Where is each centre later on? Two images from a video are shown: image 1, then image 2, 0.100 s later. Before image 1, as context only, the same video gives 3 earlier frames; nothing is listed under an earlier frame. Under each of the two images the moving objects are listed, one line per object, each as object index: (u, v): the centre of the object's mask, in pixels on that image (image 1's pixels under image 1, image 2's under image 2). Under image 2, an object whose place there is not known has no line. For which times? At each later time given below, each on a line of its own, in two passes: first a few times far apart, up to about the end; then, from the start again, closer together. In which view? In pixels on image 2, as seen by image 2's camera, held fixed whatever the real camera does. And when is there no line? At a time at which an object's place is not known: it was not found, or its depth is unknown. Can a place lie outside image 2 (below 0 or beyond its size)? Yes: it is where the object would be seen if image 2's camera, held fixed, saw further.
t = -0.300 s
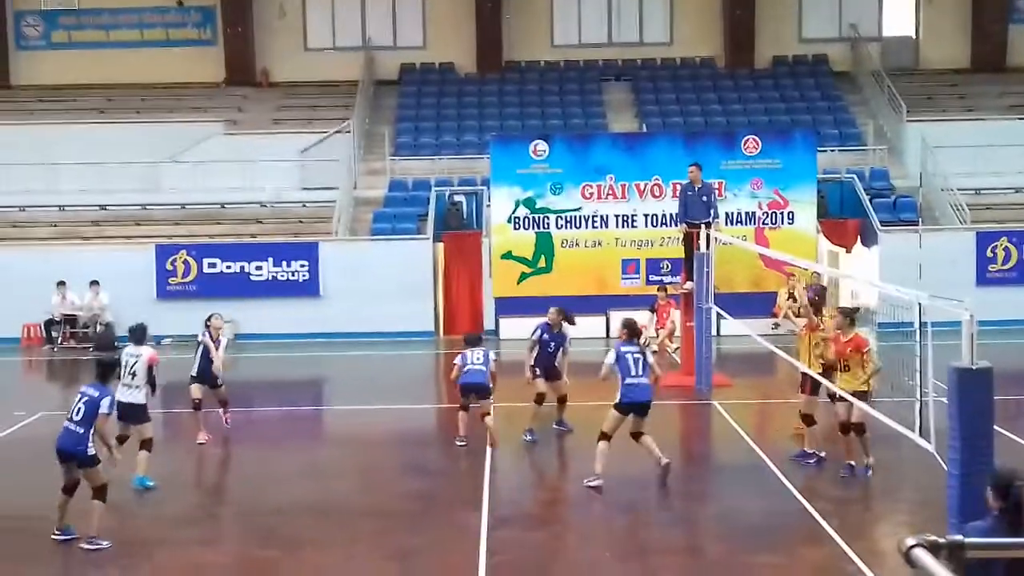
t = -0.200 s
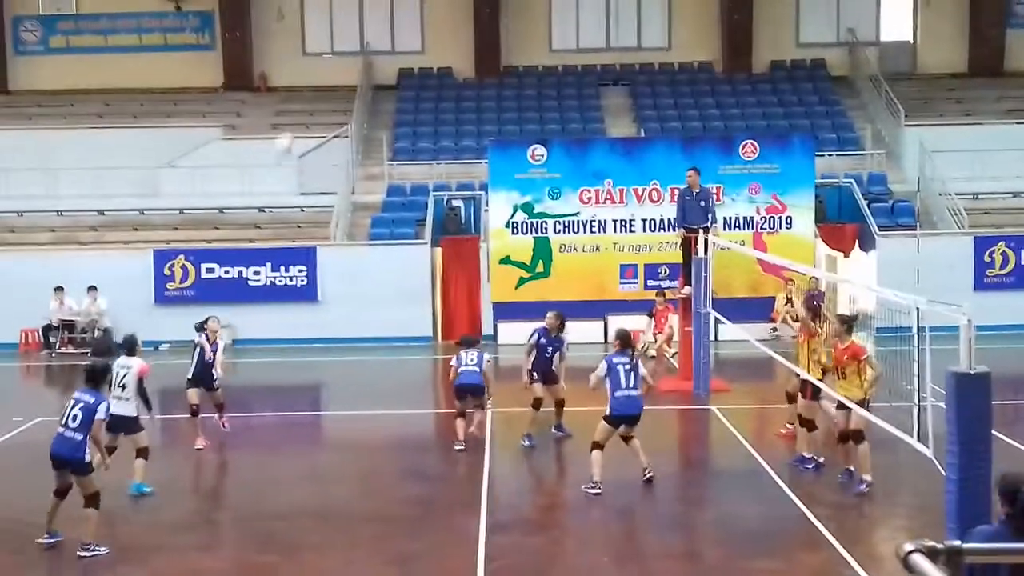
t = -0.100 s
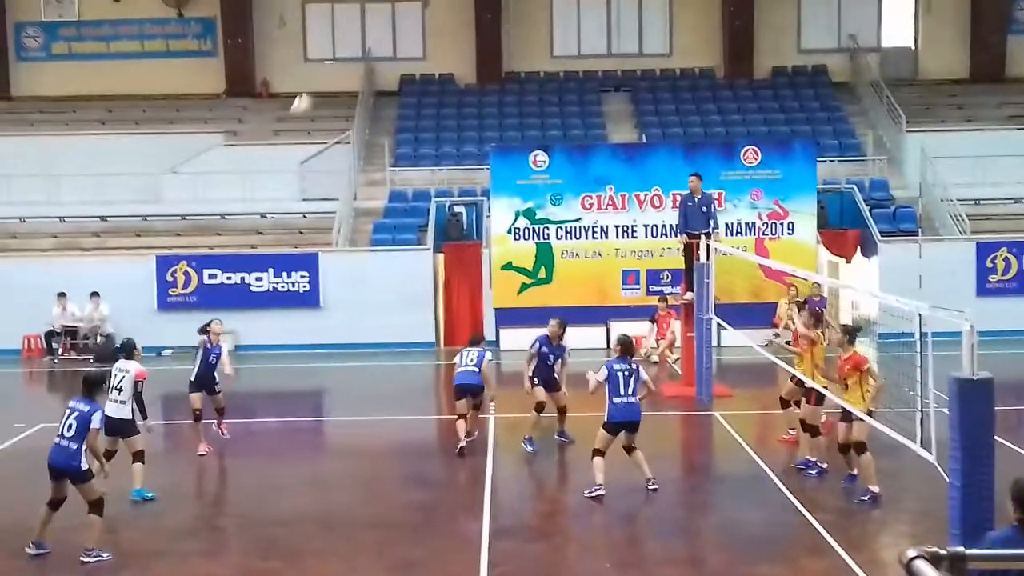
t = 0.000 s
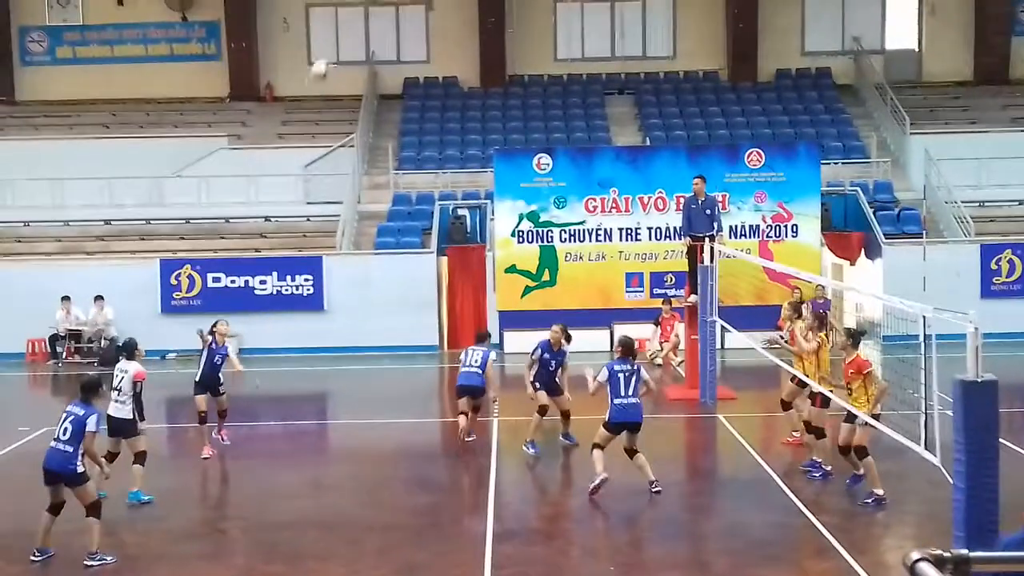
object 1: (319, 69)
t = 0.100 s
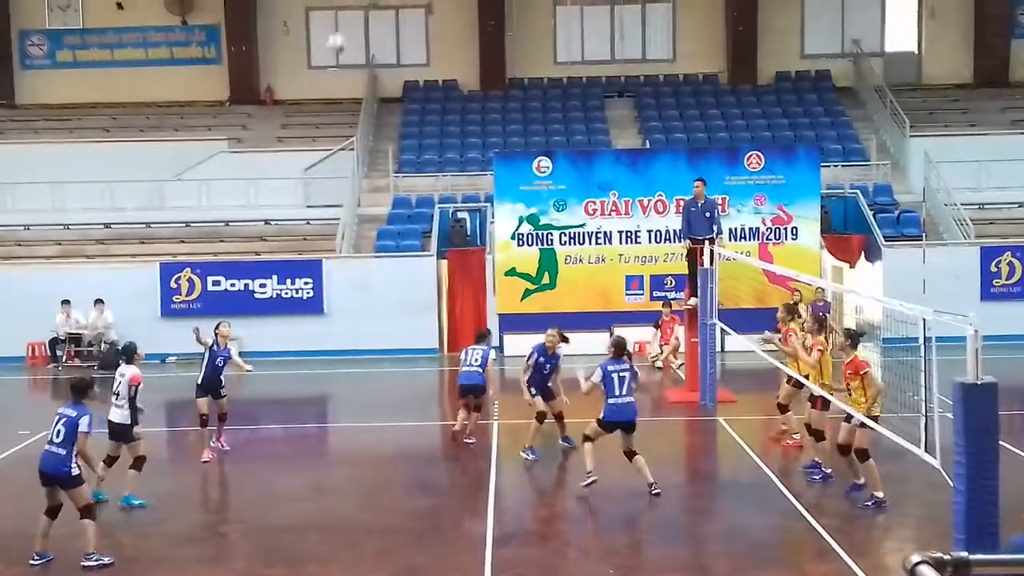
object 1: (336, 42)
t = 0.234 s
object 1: (362, 11)
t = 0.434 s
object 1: (395, 3)
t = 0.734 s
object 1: (449, 59)
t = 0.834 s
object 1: (467, 99)
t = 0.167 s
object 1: (351, 20)
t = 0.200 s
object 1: (357, 15)
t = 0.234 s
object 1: (362, 11)
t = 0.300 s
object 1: (373, 4)
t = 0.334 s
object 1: (379, 3)
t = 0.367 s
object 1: (384, 2)
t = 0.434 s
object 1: (395, 3)
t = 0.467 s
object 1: (401, 5)
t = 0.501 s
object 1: (407, 9)
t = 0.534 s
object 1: (413, 12)
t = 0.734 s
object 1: (449, 59)
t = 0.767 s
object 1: (454, 71)
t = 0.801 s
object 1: (461, 85)
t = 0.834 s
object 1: (467, 99)
